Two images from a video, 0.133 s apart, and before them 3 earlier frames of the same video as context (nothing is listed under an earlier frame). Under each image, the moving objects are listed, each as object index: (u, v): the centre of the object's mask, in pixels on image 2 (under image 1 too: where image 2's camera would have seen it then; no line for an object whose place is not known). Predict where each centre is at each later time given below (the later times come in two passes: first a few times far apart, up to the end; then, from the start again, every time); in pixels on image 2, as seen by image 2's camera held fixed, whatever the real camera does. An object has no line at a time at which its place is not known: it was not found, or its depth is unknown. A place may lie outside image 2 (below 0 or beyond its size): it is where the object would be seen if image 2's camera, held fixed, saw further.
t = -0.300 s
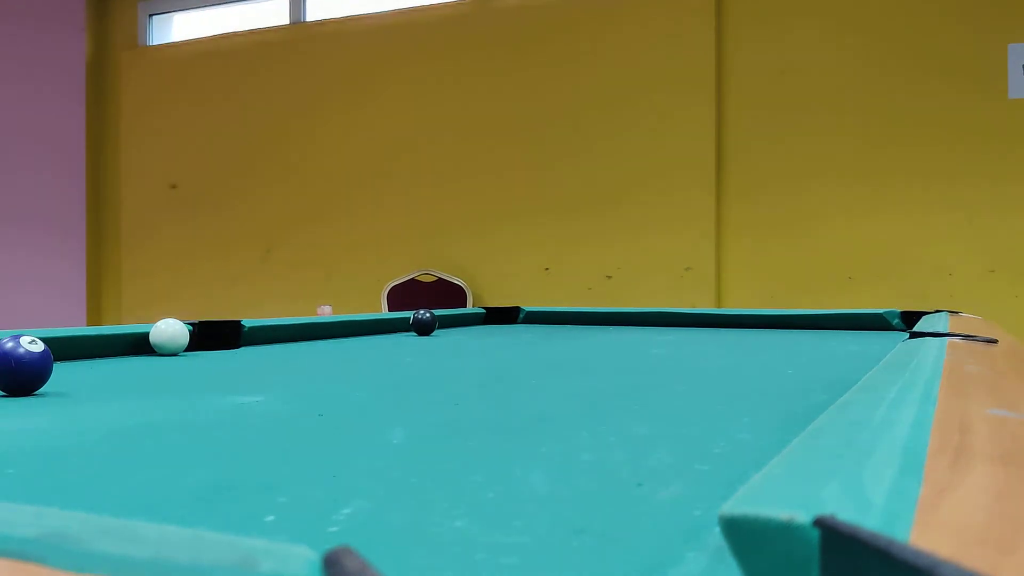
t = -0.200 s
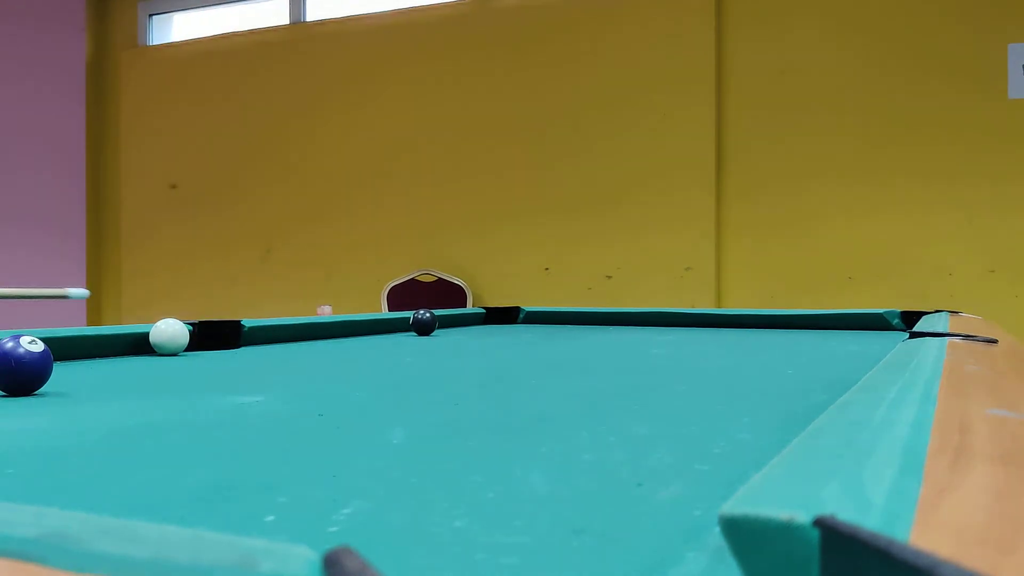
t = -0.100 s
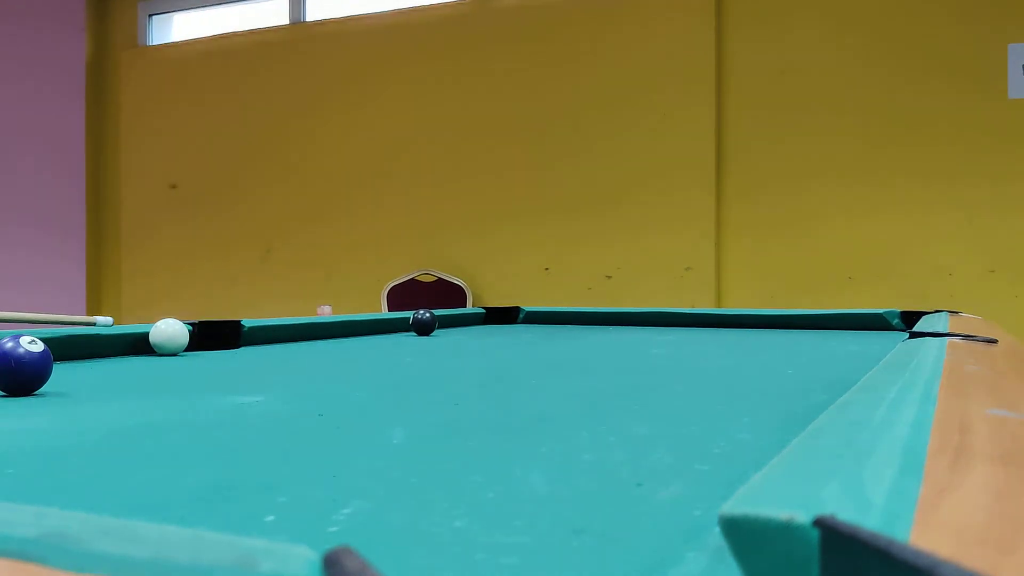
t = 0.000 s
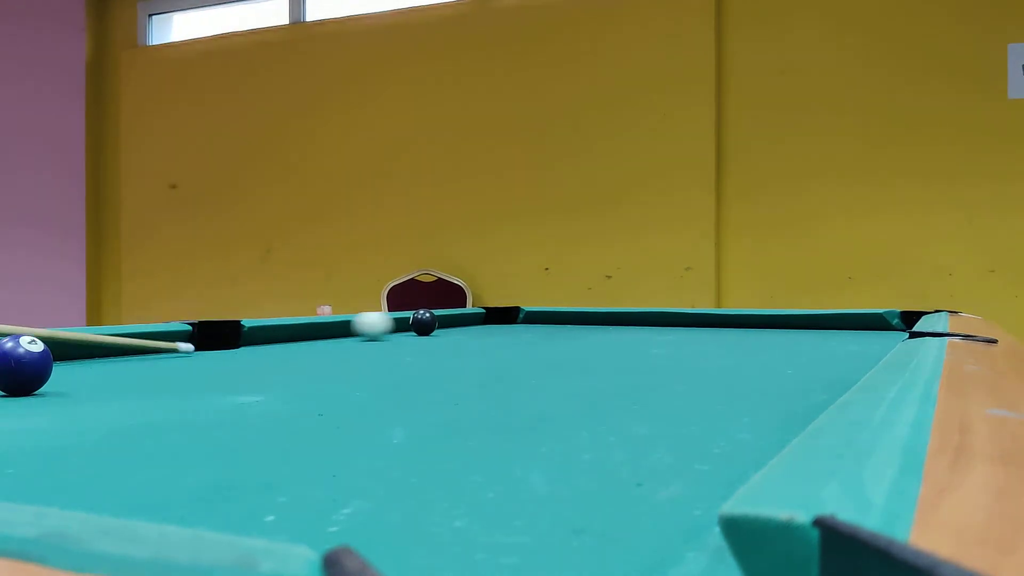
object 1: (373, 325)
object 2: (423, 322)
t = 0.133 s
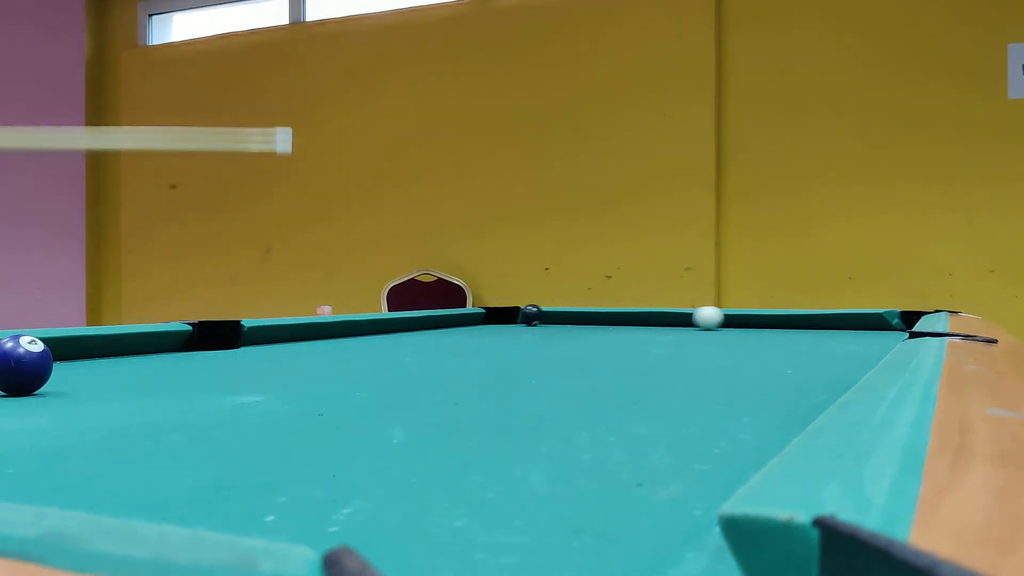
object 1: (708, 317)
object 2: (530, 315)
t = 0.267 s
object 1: (883, 322)
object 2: (570, 317)
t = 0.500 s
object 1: (757, 328)
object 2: (623, 323)
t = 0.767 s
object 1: (633, 332)
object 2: (668, 329)
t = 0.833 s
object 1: (619, 332)
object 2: (673, 329)
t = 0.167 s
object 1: (765, 317)
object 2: (550, 315)
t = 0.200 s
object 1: (803, 319)
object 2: (557, 315)
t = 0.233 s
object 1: (842, 320)
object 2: (563, 317)
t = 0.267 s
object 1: (883, 322)
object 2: (570, 317)
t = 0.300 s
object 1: (895, 323)
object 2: (578, 318)
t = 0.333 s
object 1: (870, 324)
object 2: (585, 319)
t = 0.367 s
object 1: (845, 325)
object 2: (593, 320)
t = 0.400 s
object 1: (821, 325)
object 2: (600, 321)
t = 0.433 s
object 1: (799, 326)
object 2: (608, 322)
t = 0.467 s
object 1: (777, 327)
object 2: (615, 323)
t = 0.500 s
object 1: (757, 328)
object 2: (623, 323)
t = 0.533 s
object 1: (737, 328)
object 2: (629, 324)
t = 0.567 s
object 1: (719, 329)
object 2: (636, 325)
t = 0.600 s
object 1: (702, 329)
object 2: (643, 326)
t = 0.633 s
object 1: (683, 330)
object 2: (649, 327)
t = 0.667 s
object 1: (667, 331)
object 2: (648, 325)
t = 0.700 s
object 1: (654, 331)
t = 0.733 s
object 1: (643, 332)
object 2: (668, 328)
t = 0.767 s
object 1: (633, 332)
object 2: (668, 329)
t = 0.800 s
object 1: (625, 332)
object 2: (670, 329)
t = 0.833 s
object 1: (619, 332)
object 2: (673, 329)
